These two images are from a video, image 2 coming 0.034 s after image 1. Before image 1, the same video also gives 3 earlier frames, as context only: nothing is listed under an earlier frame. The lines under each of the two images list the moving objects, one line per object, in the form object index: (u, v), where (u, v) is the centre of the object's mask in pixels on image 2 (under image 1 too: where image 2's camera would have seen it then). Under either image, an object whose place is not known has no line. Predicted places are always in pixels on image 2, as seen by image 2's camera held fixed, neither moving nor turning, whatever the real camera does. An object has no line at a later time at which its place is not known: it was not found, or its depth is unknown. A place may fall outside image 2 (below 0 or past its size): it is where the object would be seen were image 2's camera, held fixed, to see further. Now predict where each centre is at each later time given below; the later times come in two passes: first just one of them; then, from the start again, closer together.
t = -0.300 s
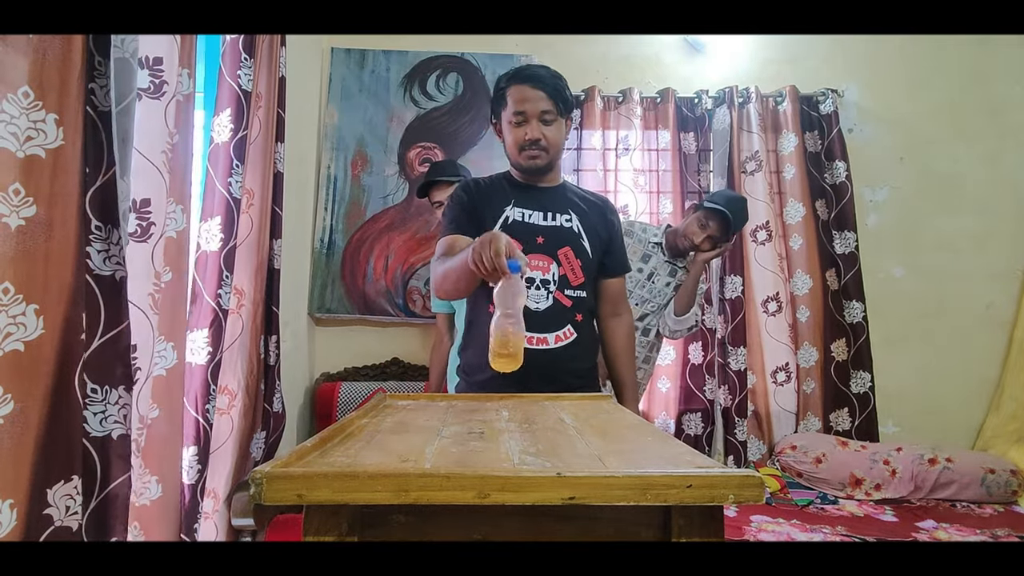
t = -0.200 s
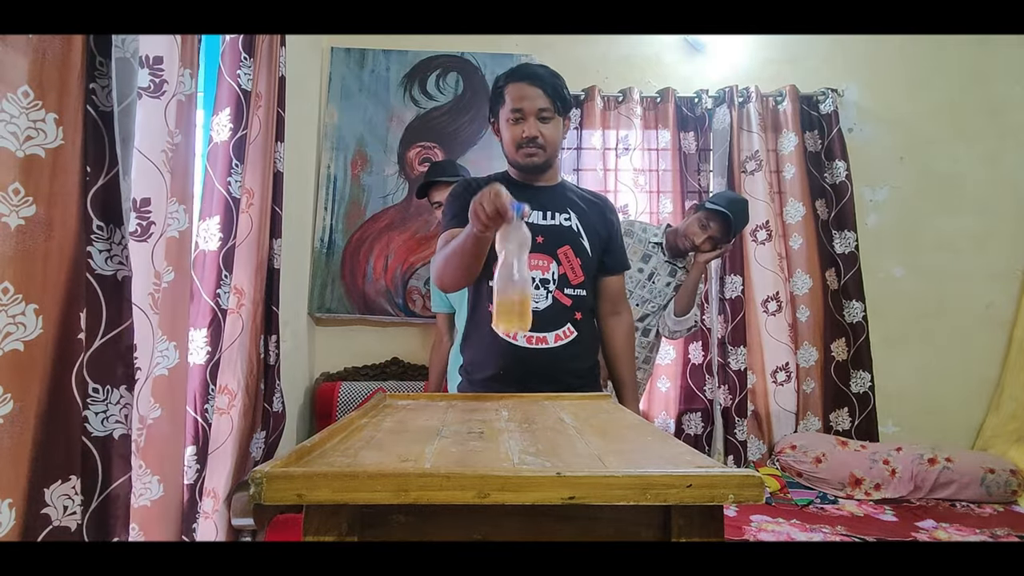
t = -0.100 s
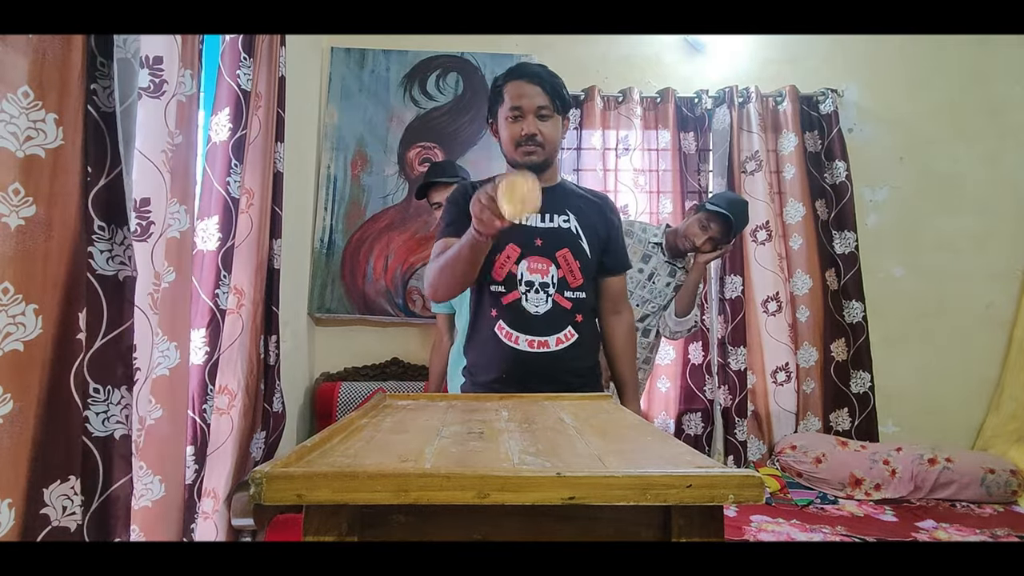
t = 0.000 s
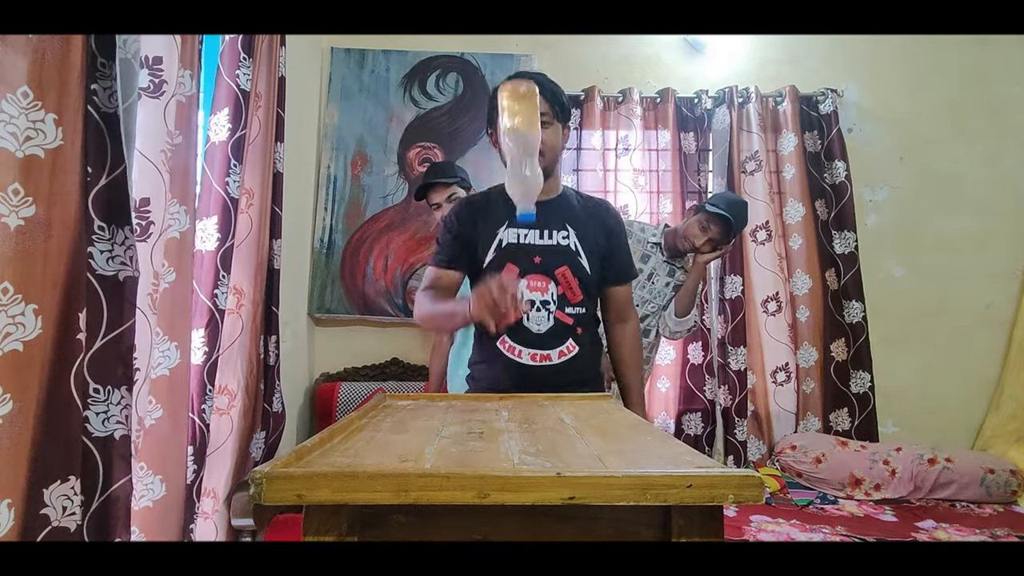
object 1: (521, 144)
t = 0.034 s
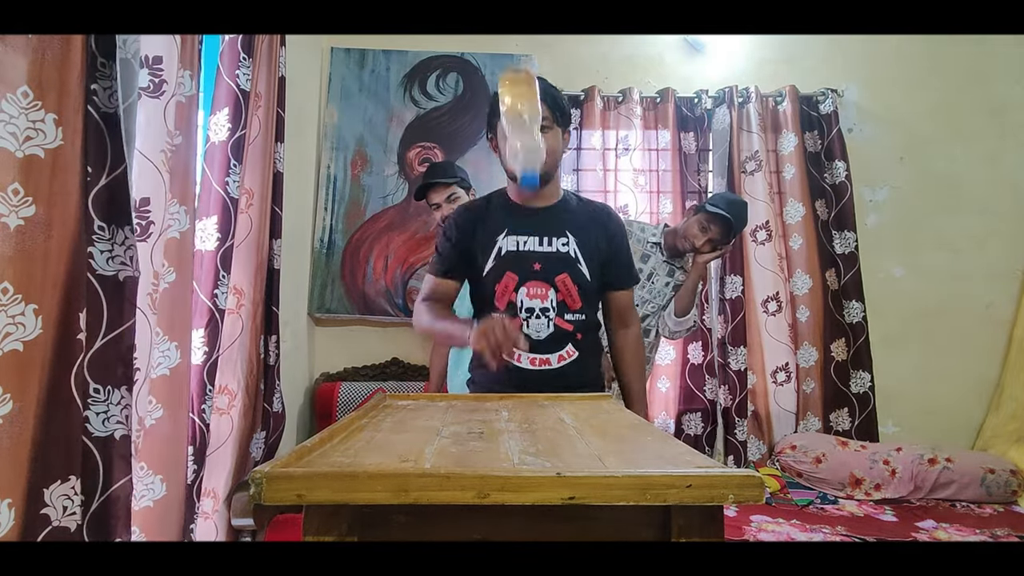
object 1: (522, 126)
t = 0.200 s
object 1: (519, 109)
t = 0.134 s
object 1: (521, 86)
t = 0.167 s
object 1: (520, 97)
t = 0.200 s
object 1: (519, 109)
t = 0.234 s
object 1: (519, 132)
